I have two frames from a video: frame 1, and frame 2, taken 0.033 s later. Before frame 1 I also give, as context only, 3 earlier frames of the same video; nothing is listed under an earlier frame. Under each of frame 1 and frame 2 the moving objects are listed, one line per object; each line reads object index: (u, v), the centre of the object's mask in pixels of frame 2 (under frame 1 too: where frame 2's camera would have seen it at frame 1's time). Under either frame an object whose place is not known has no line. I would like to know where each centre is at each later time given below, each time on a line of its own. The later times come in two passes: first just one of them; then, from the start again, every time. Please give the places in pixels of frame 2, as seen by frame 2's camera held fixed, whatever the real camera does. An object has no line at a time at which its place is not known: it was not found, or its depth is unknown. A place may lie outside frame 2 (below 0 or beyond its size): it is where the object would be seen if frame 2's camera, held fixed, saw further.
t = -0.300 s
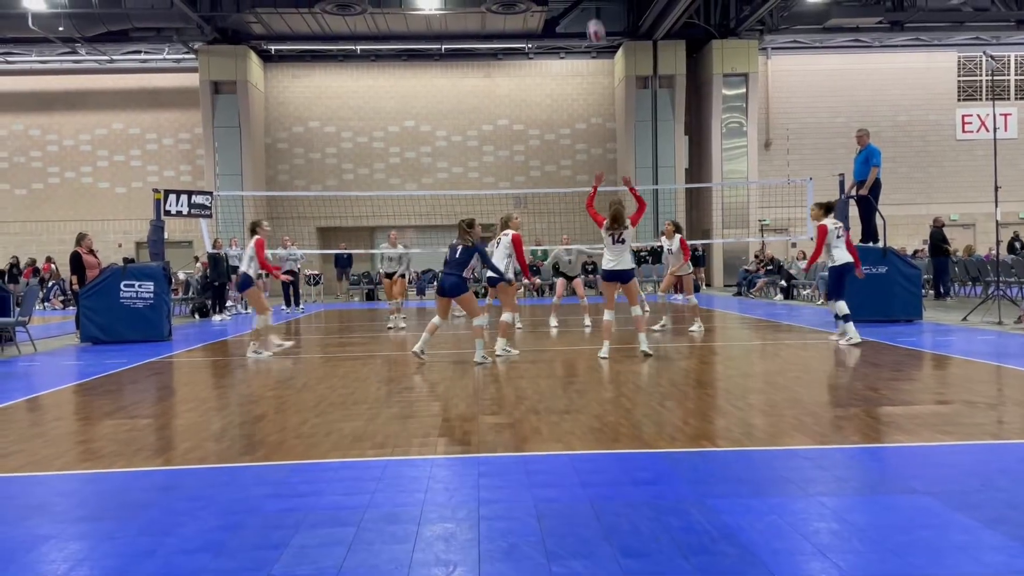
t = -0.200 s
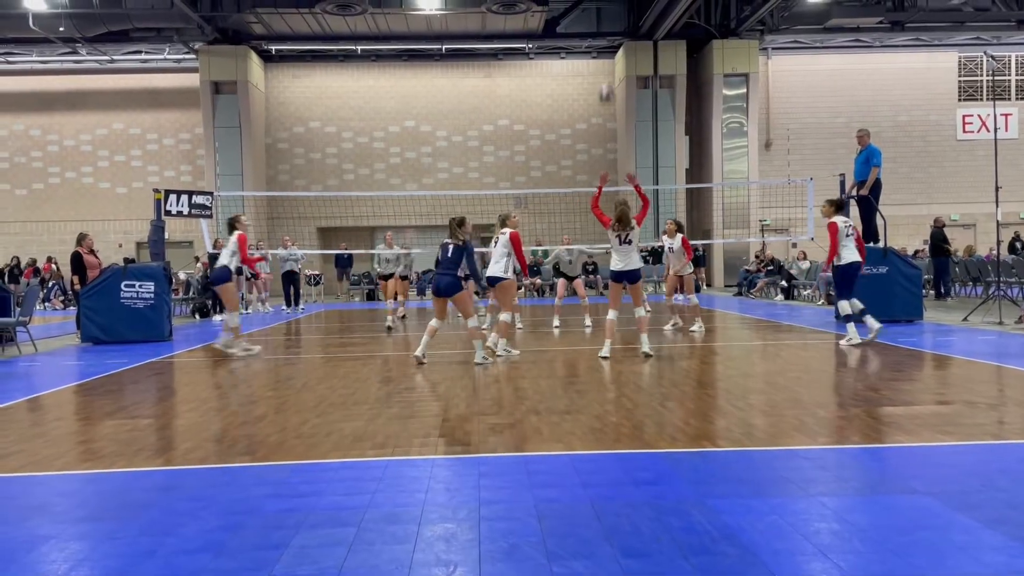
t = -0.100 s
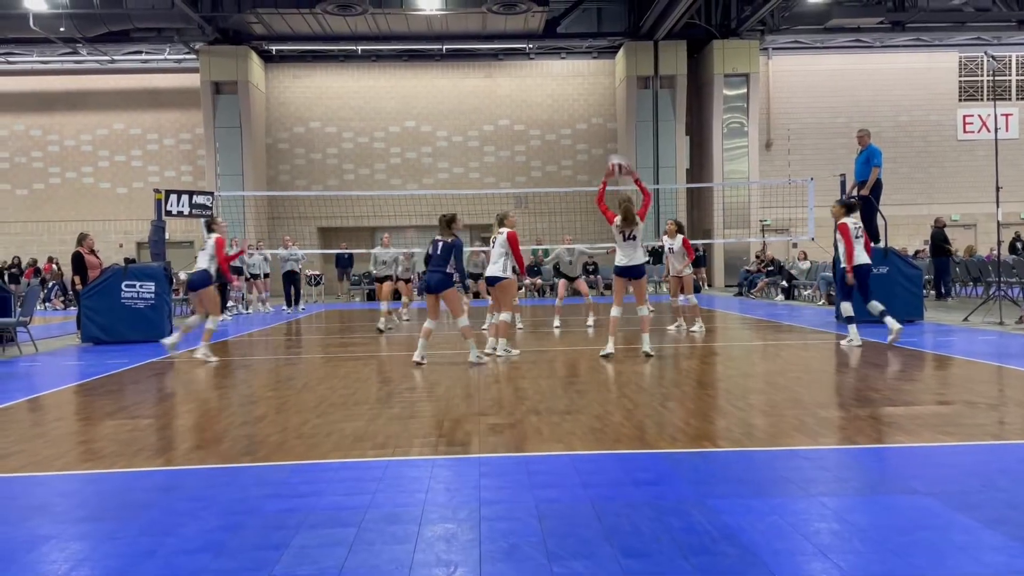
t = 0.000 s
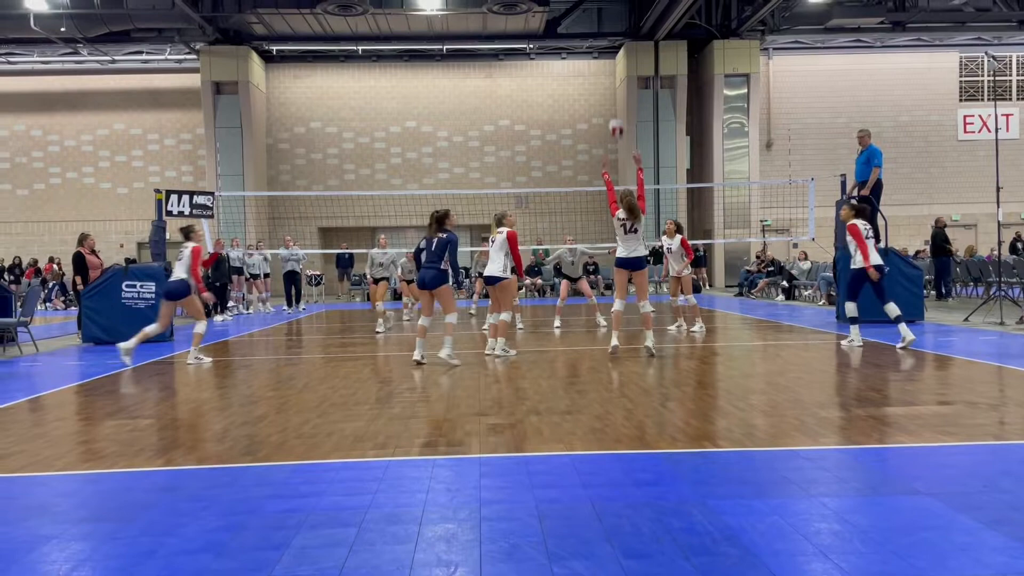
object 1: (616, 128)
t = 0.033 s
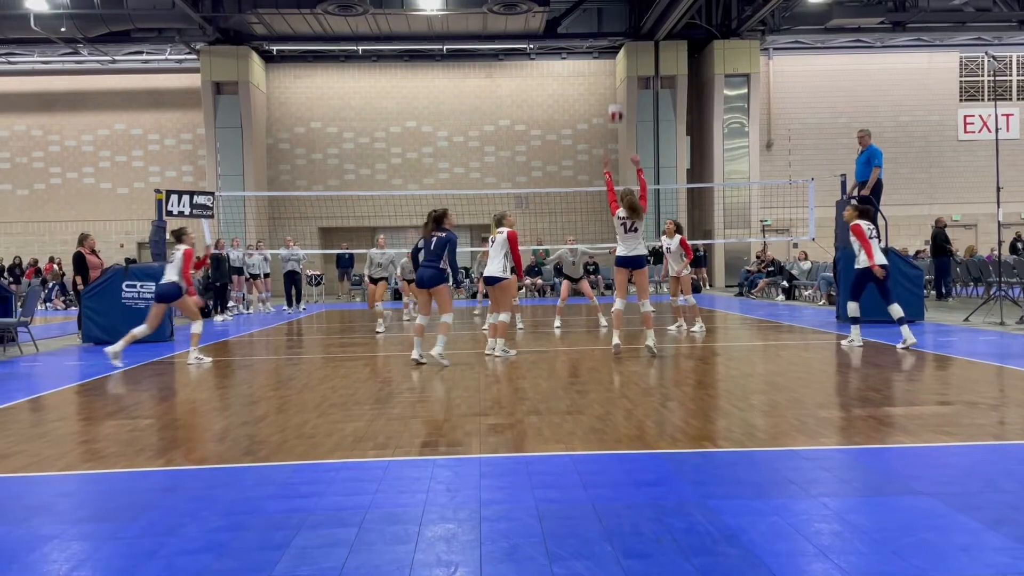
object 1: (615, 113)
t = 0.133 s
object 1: (614, 76)
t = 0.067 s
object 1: (615, 99)
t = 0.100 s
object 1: (614, 86)
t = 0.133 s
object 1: (614, 76)
